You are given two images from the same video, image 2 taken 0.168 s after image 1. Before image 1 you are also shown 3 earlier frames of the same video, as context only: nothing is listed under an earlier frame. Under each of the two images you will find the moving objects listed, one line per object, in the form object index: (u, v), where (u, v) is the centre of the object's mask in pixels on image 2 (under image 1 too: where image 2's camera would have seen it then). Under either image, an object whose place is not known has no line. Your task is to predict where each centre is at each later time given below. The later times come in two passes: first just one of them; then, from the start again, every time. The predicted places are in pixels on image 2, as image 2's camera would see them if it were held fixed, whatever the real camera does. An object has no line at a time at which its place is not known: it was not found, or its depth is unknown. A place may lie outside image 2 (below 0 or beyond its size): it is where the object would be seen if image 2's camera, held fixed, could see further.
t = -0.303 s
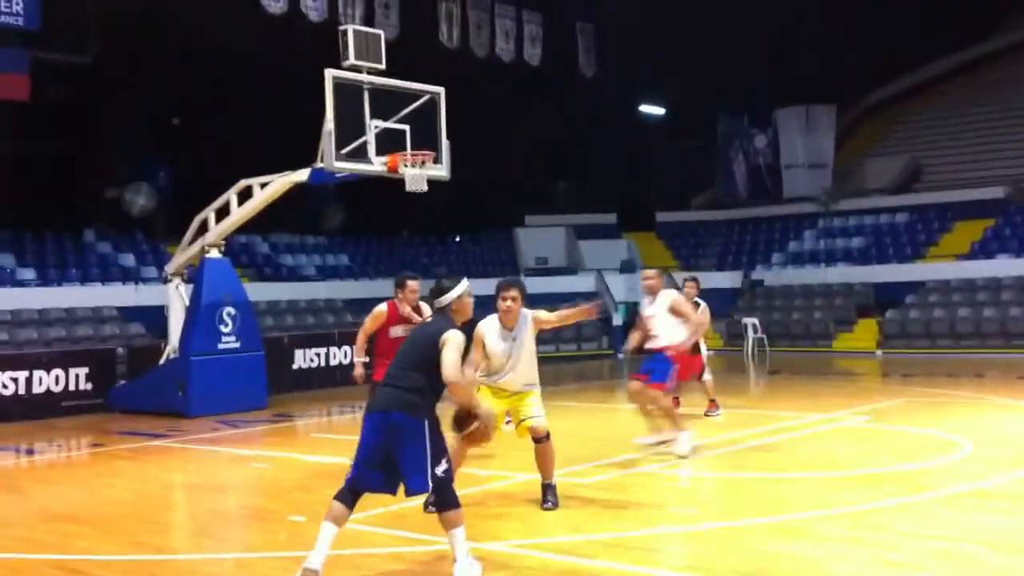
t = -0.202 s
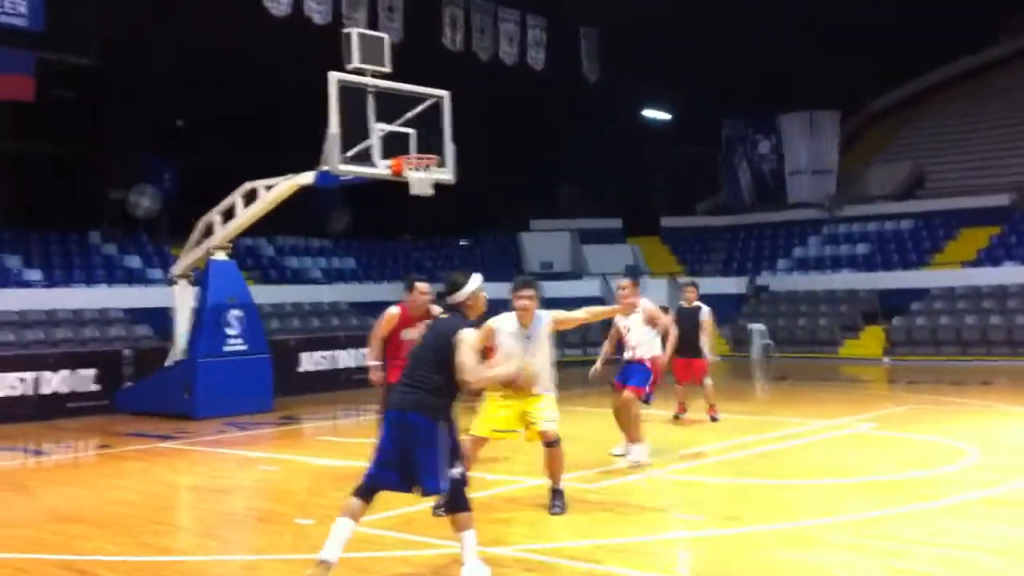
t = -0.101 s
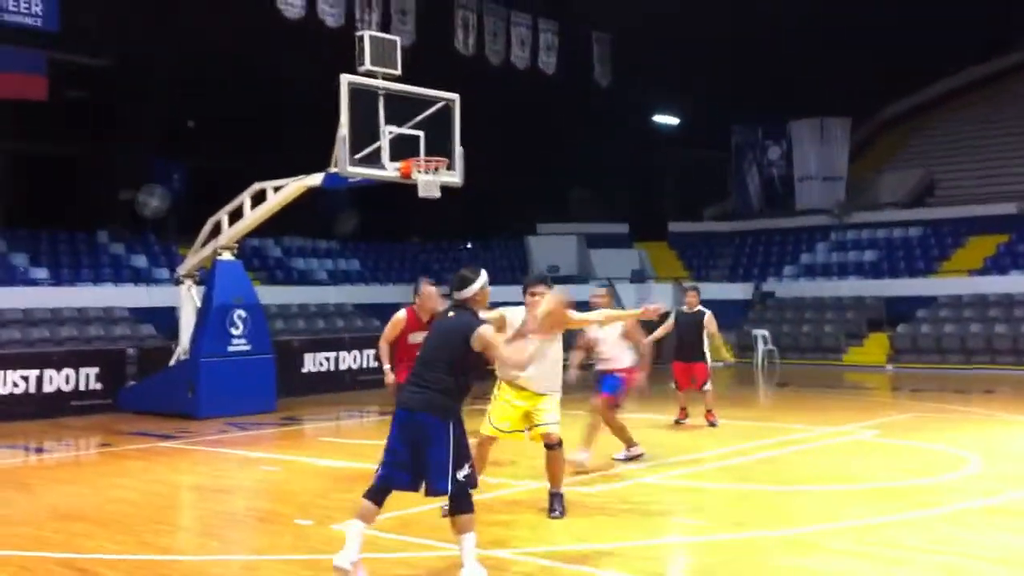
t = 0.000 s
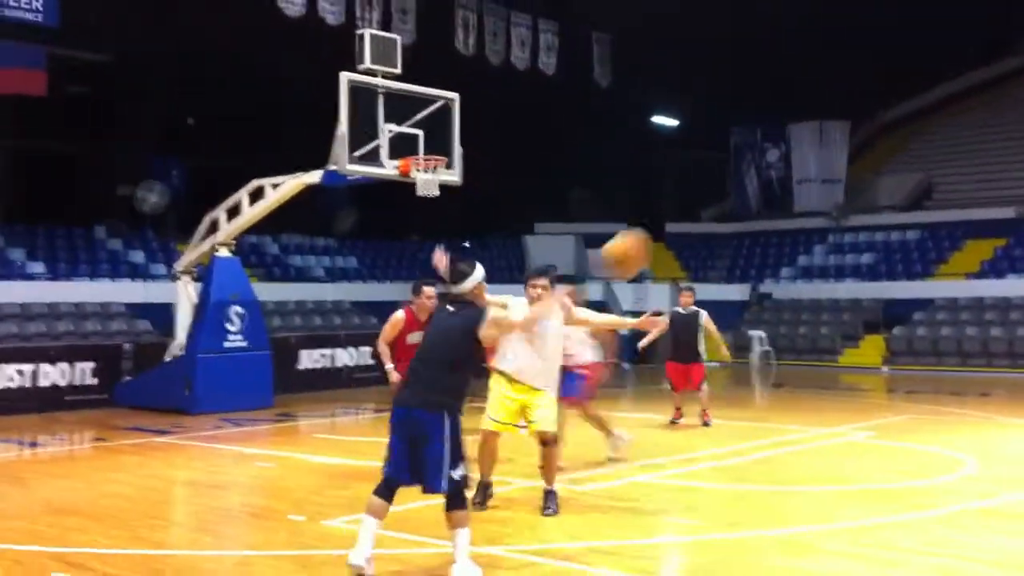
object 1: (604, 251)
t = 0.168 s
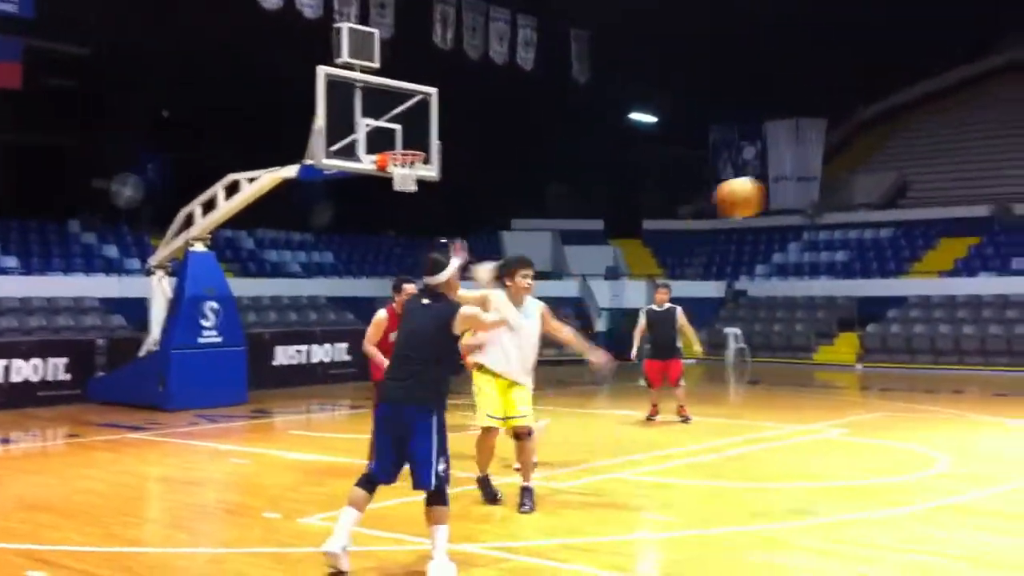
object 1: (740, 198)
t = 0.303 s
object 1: (839, 190)
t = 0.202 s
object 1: (765, 193)
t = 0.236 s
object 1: (789, 191)
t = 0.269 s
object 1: (815, 189)
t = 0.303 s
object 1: (839, 190)
